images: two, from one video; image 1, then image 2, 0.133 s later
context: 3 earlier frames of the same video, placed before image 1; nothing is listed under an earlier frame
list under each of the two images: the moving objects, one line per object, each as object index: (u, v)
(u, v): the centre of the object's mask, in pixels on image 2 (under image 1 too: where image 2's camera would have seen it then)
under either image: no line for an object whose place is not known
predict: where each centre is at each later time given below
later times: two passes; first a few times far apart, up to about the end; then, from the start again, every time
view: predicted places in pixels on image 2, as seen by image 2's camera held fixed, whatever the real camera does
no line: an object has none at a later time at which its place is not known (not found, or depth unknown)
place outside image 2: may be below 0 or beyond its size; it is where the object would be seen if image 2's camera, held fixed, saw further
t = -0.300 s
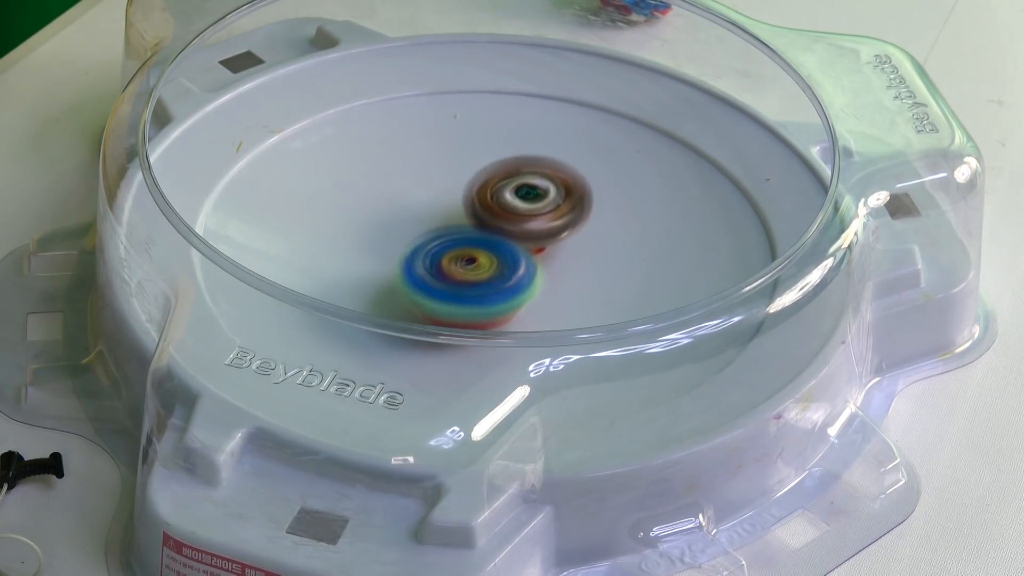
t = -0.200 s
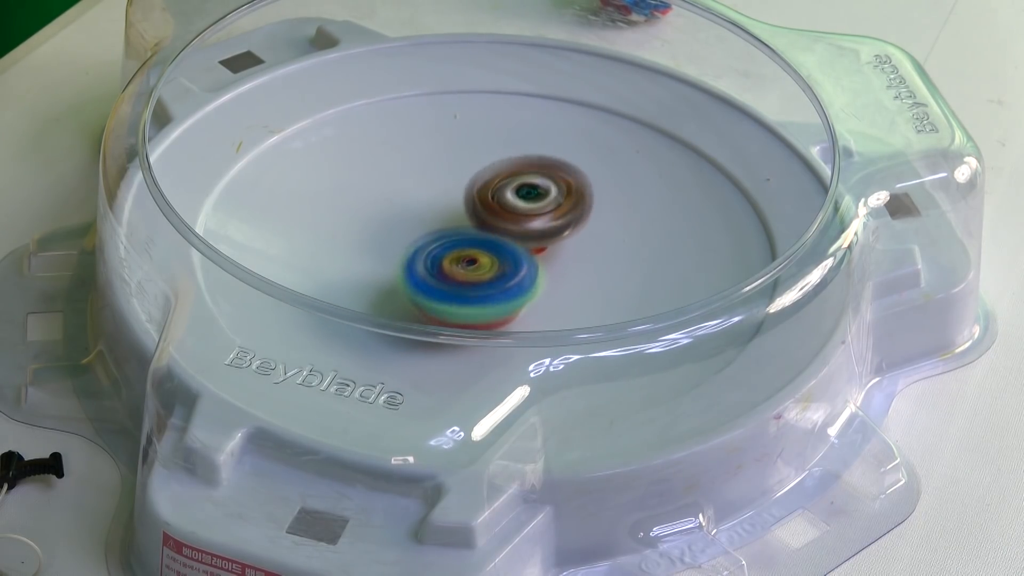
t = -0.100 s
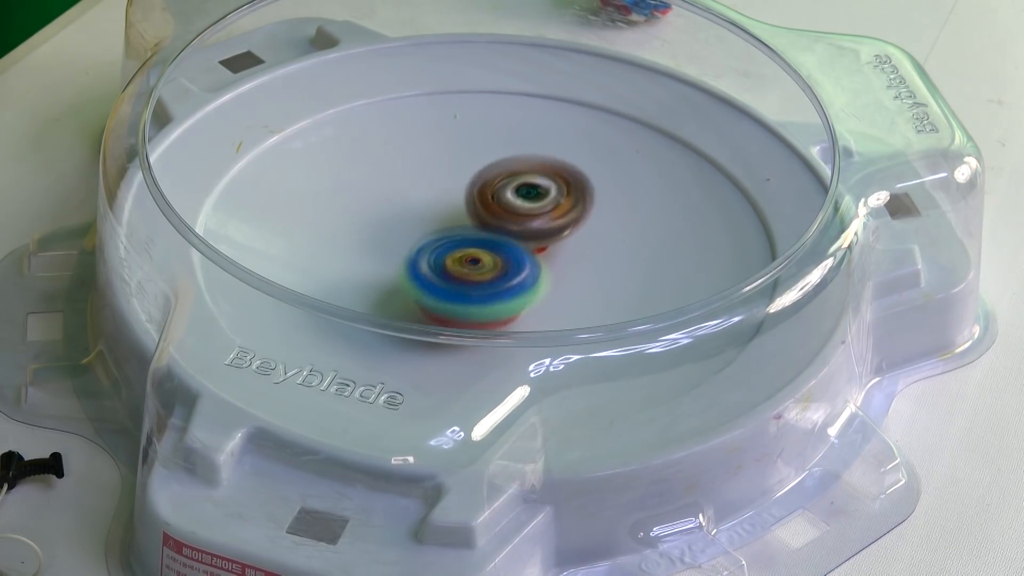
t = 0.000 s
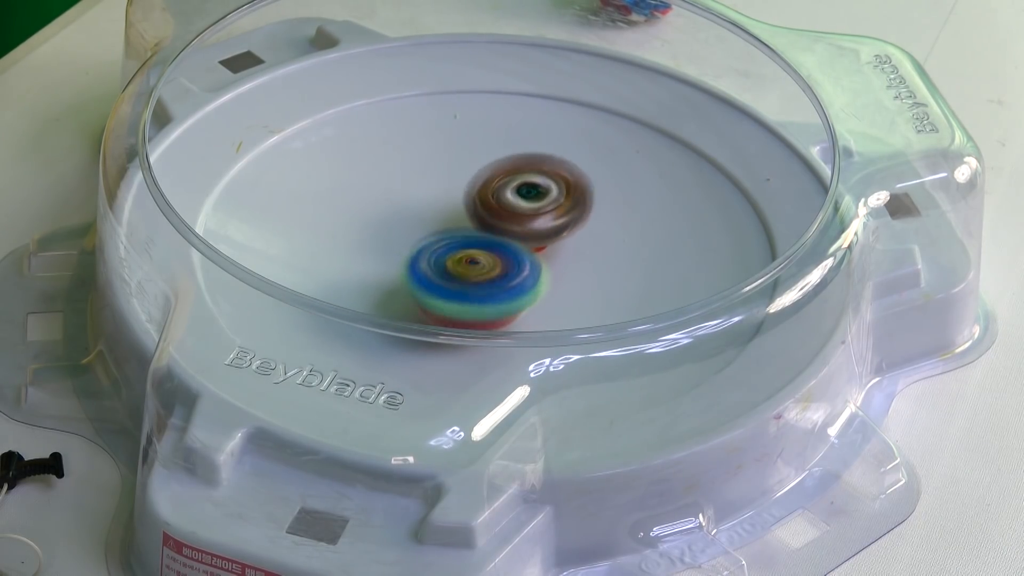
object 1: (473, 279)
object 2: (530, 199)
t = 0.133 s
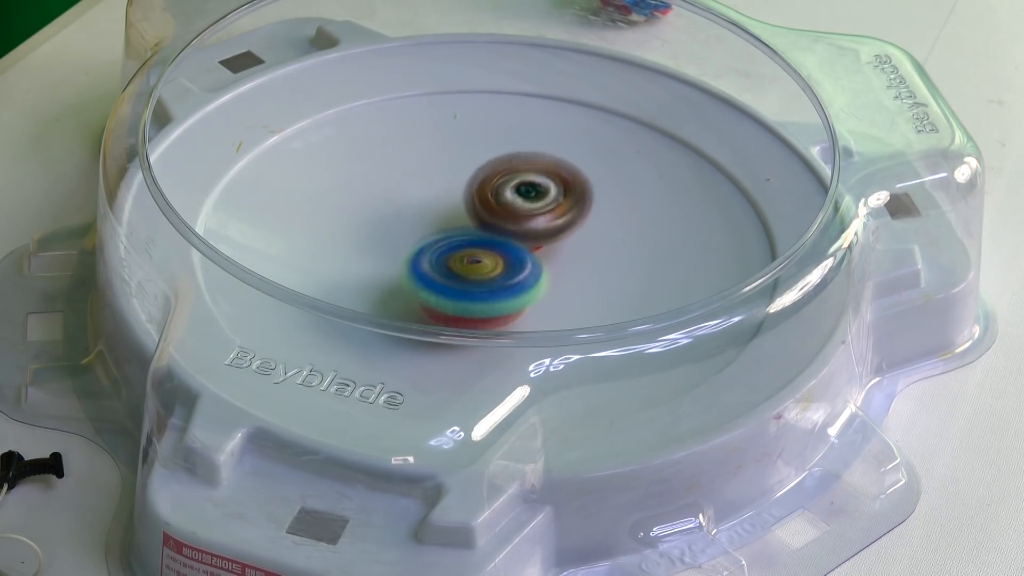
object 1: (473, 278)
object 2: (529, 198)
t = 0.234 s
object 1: (469, 279)
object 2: (528, 197)
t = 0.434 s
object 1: (464, 277)
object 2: (522, 196)
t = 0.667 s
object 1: (460, 277)
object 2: (518, 197)
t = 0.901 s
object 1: (456, 278)
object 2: (515, 199)
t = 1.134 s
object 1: (450, 276)
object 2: (520, 200)
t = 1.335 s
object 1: (452, 272)
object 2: (525, 200)
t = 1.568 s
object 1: (455, 272)
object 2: (531, 196)
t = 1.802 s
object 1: (460, 271)
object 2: (533, 194)
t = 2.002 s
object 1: (462, 272)
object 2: (533, 196)
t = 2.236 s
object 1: (462, 274)
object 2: (532, 197)
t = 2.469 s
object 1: (460, 281)
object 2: (540, 190)
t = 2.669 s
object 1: (464, 279)
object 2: (539, 194)
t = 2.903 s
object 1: (473, 274)
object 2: (540, 198)
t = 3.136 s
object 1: (467, 275)
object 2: (540, 199)
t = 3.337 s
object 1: (467, 274)
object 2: (539, 199)
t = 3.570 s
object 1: (467, 276)
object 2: (535, 201)
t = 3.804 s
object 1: (458, 276)
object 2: (532, 201)
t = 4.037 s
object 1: (454, 274)
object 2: (530, 203)
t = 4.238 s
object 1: (446, 274)
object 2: (528, 201)
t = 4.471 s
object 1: (448, 273)
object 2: (527, 200)
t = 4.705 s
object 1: (448, 272)
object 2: (525, 201)
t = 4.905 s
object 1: (449, 275)
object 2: (522, 201)
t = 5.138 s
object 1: (455, 276)
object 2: (524, 201)
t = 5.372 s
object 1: (458, 277)
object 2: (525, 202)
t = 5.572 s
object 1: (460, 278)
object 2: (521, 199)
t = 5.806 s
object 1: (454, 278)
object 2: (524, 197)
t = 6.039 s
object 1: (458, 277)
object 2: (519, 198)
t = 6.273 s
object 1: (468, 281)
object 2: (516, 197)
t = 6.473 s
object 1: (473, 280)
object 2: (516, 199)
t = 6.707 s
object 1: (469, 283)
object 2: (512, 199)
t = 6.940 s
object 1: (467, 279)
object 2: (515, 199)
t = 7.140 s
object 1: (463, 283)
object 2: (511, 198)
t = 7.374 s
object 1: (470, 278)
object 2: (518, 197)
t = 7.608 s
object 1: (464, 280)
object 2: (507, 195)
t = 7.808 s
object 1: (464, 281)
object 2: (502, 195)
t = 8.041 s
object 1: (468, 277)
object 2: (503, 193)
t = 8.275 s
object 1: (473, 284)
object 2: (512, 187)
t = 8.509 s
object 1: (482, 281)
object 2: (526, 199)
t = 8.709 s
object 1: (472, 286)
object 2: (531, 189)
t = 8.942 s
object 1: (475, 283)
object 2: (538, 177)
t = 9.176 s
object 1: (498, 281)
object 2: (508, 192)
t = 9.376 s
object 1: (512, 287)
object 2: (504, 199)
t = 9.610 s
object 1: (507, 294)
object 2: (482, 182)
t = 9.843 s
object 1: (500, 275)
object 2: (461, 187)
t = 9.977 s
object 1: (512, 274)
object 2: (456, 188)
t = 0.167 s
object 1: (473, 278)
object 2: (527, 197)
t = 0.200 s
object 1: (472, 278)
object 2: (526, 198)
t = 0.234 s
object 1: (469, 279)
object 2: (528, 197)
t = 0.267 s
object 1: (466, 279)
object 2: (527, 197)
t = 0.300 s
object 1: (465, 278)
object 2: (526, 198)
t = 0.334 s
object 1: (465, 278)
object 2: (525, 198)
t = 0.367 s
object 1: (464, 277)
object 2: (524, 198)
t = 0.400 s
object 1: (464, 277)
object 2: (524, 197)
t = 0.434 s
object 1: (464, 277)
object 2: (522, 196)
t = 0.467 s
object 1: (463, 278)
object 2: (522, 197)
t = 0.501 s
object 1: (463, 277)
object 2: (523, 197)
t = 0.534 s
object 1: (463, 277)
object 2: (522, 197)
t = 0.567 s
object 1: (462, 277)
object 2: (520, 197)
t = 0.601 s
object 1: (461, 277)
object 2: (520, 198)
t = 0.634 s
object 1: (461, 277)
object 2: (520, 197)
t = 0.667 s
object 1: (460, 277)
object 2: (518, 197)
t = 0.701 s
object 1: (460, 278)
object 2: (517, 198)
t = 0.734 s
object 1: (460, 278)
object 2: (519, 198)
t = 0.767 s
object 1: (459, 278)
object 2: (517, 198)
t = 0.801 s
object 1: (458, 277)
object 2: (517, 199)
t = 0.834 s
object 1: (456, 278)
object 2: (518, 199)
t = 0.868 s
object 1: (455, 278)
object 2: (516, 199)
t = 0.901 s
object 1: (456, 278)
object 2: (515, 199)
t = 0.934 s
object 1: (457, 278)
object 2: (516, 200)
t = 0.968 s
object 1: (458, 277)
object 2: (516, 199)
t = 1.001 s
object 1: (457, 277)
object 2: (516, 199)
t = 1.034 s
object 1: (453, 277)
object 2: (519, 199)
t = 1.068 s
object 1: (450, 277)
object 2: (519, 199)
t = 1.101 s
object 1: (449, 277)
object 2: (519, 200)
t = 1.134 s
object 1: (450, 276)
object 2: (520, 200)
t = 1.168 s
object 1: (452, 275)
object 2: (520, 200)
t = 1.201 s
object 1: (453, 274)
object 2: (521, 200)
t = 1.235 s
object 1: (451, 274)
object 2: (523, 199)
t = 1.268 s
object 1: (450, 274)
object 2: (523, 199)
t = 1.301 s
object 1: (451, 274)
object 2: (523, 199)
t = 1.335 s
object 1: (452, 272)
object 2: (525, 200)
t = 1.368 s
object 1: (453, 272)
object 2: (526, 199)
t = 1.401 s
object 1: (453, 272)
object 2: (526, 197)
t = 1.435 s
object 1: (452, 272)
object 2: (526, 197)
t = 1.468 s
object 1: (453, 272)
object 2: (527, 198)
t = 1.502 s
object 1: (454, 272)
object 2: (529, 198)
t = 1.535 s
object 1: (456, 272)
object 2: (529, 197)
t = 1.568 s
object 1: (455, 272)
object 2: (531, 196)
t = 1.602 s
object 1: (453, 273)
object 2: (531, 196)
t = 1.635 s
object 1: (454, 273)
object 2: (531, 196)
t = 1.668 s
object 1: (456, 272)
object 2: (533, 197)
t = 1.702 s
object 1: (458, 271)
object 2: (533, 197)
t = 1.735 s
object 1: (458, 270)
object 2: (533, 196)
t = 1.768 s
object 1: (459, 270)
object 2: (533, 195)
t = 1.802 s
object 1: (460, 271)
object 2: (533, 194)
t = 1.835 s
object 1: (461, 271)
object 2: (533, 195)
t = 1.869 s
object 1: (461, 271)
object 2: (534, 196)
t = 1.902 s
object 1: (461, 271)
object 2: (534, 196)
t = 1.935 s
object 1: (462, 271)
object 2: (531, 196)
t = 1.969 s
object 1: (463, 271)
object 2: (531, 196)
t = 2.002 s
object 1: (462, 272)
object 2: (533, 196)
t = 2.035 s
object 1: (460, 272)
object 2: (531, 197)
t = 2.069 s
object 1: (460, 272)
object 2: (531, 197)
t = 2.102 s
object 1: (460, 272)
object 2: (532, 197)
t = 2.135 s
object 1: (461, 273)
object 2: (532, 196)
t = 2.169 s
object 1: (460, 273)
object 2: (531, 197)
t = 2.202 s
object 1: (460, 274)
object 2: (531, 197)
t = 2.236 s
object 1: (462, 274)
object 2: (532, 197)
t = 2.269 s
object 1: (462, 274)
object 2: (532, 197)
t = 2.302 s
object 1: (463, 275)
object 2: (531, 198)
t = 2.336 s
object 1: (464, 275)
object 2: (532, 198)
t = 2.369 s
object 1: (466, 275)
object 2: (532, 198)
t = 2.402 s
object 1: (467, 275)
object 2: (531, 198)
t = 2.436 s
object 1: (463, 278)
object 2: (535, 195)
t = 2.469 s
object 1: (460, 281)
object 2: (540, 190)
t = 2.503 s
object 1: (458, 282)
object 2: (541, 189)
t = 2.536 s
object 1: (456, 282)
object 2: (541, 190)
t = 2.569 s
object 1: (457, 282)
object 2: (541, 191)
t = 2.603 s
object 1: (459, 281)
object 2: (540, 192)
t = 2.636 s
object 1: (462, 281)
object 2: (540, 193)
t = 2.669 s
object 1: (464, 279)
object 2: (539, 194)
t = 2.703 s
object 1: (467, 277)
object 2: (539, 195)
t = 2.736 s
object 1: (471, 276)
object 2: (538, 196)
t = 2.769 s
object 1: (473, 275)
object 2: (538, 197)
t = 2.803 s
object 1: (474, 274)
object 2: (538, 197)
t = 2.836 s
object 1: (475, 274)
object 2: (539, 197)
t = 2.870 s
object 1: (475, 274)
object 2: (539, 198)
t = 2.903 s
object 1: (473, 274)
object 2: (540, 198)
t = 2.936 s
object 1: (473, 274)
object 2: (539, 197)
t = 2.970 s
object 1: (471, 274)
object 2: (539, 198)
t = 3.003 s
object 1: (469, 275)
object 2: (539, 198)
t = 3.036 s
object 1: (468, 276)
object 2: (538, 198)
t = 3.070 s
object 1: (468, 276)
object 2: (538, 198)
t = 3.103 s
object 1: (467, 275)
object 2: (539, 200)
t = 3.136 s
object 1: (467, 275)
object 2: (540, 199)
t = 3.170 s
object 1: (466, 276)
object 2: (540, 198)
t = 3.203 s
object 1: (464, 276)
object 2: (539, 199)
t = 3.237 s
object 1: (465, 276)
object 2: (540, 200)
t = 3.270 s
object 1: (466, 275)
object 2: (540, 200)
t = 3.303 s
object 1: (466, 274)
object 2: (540, 200)
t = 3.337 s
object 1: (467, 274)
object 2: (539, 199)
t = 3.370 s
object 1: (468, 275)
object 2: (537, 198)
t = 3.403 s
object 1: (467, 276)
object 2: (536, 199)
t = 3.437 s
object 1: (466, 276)
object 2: (538, 199)
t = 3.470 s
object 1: (467, 277)
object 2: (538, 198)
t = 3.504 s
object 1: (466, 277)
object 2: (535, 199)
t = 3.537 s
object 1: (466, 277)
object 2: (534, 200)
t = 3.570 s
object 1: (467, 276)
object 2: (535, 201)
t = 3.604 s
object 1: (466, 276)
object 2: (535, 200)
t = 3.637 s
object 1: (465, 276)
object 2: (533, 200)
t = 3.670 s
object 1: (464, 276)
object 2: (532, 200)
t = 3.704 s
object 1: (461, 277)
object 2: (533, 199)
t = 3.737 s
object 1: (460, 277)
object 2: (530, 200)
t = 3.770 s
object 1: (460, 277)
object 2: (530, 201)
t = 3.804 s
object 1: (458, 276)
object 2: (532, 201)
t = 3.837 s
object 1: (459, 275)
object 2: (532, 201)
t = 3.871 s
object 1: (459, 276)
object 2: (529, 201)
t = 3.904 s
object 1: (456, 275)
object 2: (531, 201)
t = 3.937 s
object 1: (456, 275)
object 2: (530, 201)
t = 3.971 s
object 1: (455, 275)
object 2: (528, 201)
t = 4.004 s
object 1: (454, 274)
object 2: (529, 203)
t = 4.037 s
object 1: (454, 274)
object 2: (530, 203)
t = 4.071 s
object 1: (452, 273)
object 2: (530, 202)
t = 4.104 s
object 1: (452, 273)
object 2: (528, 202)
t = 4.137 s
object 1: (450, 273)
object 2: (529, 202)
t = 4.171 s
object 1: (447, 274)
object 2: (529, 201)
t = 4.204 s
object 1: (447, 274)
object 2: (528, 200)
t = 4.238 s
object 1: (446, 274)
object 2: (528, 201)
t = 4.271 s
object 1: (447, 274)
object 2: (529, 202)
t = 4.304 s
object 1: (449, 273)
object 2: (529, 202)
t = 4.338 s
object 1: (449, 272)
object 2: (529, 201)
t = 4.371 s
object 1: (451, 272)
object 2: (528, 200)
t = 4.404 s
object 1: (450, 272)
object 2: (526, 200)
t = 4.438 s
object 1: (447, 273)
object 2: (528, 200)
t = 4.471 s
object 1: (448, 273)
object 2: (527, 200)
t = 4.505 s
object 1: (446, 273)
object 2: (524, 200)
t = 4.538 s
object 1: (447, 273)
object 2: (525, 201)
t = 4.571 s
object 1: (447, 273)
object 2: (527, 201)
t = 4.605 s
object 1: (446, 272)
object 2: (526, 201)
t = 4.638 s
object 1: (448, 272)
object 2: (525, 201)
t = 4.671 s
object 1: (447, 272)
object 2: (523, 201)
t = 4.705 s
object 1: (448, 272)
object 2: (525, 201)
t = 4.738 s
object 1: (446, 273)
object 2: (525, 201)
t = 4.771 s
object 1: (447, 274)
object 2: (523, 201)
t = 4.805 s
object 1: (448, 274)
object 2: (523, 201)
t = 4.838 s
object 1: (447, 274)
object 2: (524, 202)
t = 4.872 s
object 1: (449, 274)
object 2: (525, 201)
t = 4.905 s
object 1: (449, 275)
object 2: (522, 201)
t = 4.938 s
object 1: (451, 275)
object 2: (522, 202)
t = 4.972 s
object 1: (453, 275)
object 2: (523, 202)
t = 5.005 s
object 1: (453, 276)
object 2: (525, 203)
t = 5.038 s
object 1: (455, 275)
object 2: (526, 202)
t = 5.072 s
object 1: (456, 275)
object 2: (524, 202)
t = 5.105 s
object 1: (457, 275)
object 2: (524, 201)
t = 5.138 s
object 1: (455, 276)
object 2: (524, 201)
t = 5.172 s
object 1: (456, 275)
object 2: (522, 201)
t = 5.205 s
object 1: (455, 276)
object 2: (523, 201)
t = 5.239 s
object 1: (456, 277)
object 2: (525, 200)
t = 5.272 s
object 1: (455, 278)
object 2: (524, 200)
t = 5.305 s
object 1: (454, 278)
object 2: (522, 200)
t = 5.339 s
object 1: (458, 278)
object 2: (523, 201)
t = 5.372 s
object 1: (458, 277)
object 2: (525, 202)
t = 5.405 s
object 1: (460, 277)
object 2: (526, 201)
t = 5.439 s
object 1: (460, 276)
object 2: (525, 201)
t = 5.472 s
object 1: (462, 276)
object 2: (524, 200)
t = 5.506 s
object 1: (460, 279)
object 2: (522, 198)
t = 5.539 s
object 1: (460, 277)
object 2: (521, 198)
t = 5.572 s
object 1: (460, 278)
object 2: (521, 199)
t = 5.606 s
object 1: (460, 278)
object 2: (523, 199)
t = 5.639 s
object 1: (458, 278)
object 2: (526, 199)
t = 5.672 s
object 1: (459, 277)
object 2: (523, 198)
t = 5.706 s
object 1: (459, 276)
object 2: (521, 199)
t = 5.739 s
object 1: (456, 278)
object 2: (525, 198)
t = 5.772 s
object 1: (454, 278)
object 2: (527, 198)
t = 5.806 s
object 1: (454, 278)
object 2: (524, 197)
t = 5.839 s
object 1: (453, 278)
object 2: (523, 198)
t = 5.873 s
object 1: (455, 278)
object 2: (522, 199)
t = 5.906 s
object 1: (456, 276)
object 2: (524, 200)
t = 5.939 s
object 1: (457, 276)
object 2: (526, 198)
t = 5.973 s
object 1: (457, 277)
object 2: (524, 197)
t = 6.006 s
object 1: (459, 278)
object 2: (520, 197)
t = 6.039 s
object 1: (458, 277)
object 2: (519, 198)
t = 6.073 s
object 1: (460, 278)
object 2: (520, 198)
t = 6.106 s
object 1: (460, 279)
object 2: (519, 197)
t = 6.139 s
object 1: (462, 280)
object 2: (516, 197)
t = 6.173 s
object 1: (462, 279)
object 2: (515, 197)
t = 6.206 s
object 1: (465, 279)
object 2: (517, 198)
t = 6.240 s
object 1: (464, 280)
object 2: (518, 197)
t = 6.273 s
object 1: (468, 281)
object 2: (516, 197)
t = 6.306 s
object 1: (468, 280)
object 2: (514, 197)
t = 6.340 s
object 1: (471, 280)
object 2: (517, 199)
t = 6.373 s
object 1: (468, 280)
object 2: (519, 200)
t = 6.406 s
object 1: (472, 280)
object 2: (521, 200)
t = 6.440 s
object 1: (471, 280)
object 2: (518, 198)
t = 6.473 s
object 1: (473, 280)
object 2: (516, 199)
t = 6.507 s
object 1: (471, 279)
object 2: (515, 197)
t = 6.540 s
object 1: (471, 280)
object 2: (512, 198)
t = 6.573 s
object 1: (471, 280)
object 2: (512, 197)
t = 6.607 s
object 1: (471, 283)
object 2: (513, 197)
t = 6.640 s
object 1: (470, 281)
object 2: (513, 197)
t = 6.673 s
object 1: (469, 283)
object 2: (512, 198)
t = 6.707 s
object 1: (469, 283)
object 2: (512, 199)
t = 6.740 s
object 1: (469, 283)
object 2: (514, 200)
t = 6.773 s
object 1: (470, 283)
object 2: (518, 201)
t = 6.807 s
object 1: (468, 282)
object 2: (518, 200)
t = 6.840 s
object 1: (469, 282)
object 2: (519, 201)
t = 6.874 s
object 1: (469, 281)
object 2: (518, 200)
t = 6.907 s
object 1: (469, 281)
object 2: (518, 200)
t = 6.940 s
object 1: (467, 279)
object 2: (515, 199)
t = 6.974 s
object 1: (467, 280)
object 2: (513, 199)
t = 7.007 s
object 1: (464, 281)
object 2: (514, 195)
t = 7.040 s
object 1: (463, 282)
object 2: (513, 195)
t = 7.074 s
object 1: (464, 283)
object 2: (512, 194)
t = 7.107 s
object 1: (461, 284)
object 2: (510, 196)
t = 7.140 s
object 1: (463, 283)
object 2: (511, 198)
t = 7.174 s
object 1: (464, 282)
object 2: (515, 199)
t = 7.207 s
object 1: (466, 283)
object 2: (517, 200)
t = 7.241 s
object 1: (467, 280)
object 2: (519, 199)
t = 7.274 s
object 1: (468, 280)
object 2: (520, 199)
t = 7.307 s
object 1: (470, 280)
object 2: (518, 199)
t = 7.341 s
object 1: (469, 278)
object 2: (518, 198)
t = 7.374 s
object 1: (470, 278)
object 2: (518, 197)
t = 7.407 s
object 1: (468, 279)
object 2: (515, 195)
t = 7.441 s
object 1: (470, 279)
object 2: (512, 196)
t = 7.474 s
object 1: (469, 278)
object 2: (511, 196)
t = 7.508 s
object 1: (469, 278)
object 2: (511, 195)
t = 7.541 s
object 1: (470, 279)
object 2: (510, 194)
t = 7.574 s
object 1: (465, 279)
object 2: (509, 194)
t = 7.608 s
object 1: (464, 280)
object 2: (507, 195)
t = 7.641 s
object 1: (463, 280)
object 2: (508, 192)
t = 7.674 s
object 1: (463, 282)
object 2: (506, 193)
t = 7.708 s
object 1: (464, 282)
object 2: (503, 192)
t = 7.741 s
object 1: (463, 281)
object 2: (503, 192)
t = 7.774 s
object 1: (463, 282)
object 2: (502, 194)
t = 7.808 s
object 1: (464, 281)
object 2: (502, 195)
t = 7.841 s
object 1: (463, 280)
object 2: (501, 196)
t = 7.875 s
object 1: (464, 281)
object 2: (502, 195)
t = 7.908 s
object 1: (463, 279)
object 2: (502, 194)
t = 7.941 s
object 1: (464, 278)
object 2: (501, 195)
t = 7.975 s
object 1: (465, 277)
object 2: (502, 196)
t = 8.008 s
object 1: (466, 277)
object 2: (502, 193)
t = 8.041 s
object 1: (468, 277)
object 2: (503, 193)
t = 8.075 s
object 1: (469, 276)
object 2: (502, 192)
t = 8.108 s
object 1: (471, 277)
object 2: (503, 192)
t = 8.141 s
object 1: (468, 282)
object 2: (505, 191)
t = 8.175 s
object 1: (466, 283)
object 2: (511, 188)
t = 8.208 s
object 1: (468, 282)
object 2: (513, 188)
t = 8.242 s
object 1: (471, 282)
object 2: (513, 187)
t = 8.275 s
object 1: (473, 284)
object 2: (512, 187)
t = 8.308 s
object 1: (476, 284)
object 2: (513, 189)
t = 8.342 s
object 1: (476, 283)
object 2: (517, 190)
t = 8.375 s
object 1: (476, 284)
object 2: (520, 192)
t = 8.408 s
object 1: (478, 282)
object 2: (525, 194)
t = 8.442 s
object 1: (478, 282)
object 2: (527, 194)
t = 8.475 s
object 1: (479, 281)
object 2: (526, 196)
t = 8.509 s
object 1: (482, 281)
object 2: (526, 199)
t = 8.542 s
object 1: (482, 280)
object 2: (526, 200)
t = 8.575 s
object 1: (480, 280)
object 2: (527, 200)
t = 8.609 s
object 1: (478, 280)
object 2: (525, 201)
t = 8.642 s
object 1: (479, 280)
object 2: (523, 201)
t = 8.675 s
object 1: (478, 281)
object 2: (527, 198)
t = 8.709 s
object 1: (472, 286)
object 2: (531, 189)
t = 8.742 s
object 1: (470, 287)
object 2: (538, 183)
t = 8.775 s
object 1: (469, 289)
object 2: (539, 177)
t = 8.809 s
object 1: (471, 288)
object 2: (541, 173)
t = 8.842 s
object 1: (472, 288)
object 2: (540, 172)
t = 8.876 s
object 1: (474, 288)
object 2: (539, 173)
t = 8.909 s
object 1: (476, 284)
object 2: (538, 174)
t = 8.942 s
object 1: (475, 283)
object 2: (538, 177)
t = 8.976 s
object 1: (478, 283)
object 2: (536, 179)
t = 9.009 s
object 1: (483, 281)
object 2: (532, 183)
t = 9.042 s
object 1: (484, 279)
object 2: (526, 187)
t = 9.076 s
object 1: (488, 278)
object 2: (522, 190)
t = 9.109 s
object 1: (492, 278)
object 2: (516, 193)
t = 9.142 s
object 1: (494, 280)
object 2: (511, 193)
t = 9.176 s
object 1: (498, 281)
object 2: (508, 192)
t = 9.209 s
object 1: (501, 284)
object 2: (506, 194)
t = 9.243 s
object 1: (503, 285)
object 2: (506, 196)
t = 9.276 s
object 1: (507, 287)
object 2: (510, 199)
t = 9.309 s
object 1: (512, 285)
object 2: (510, 198)
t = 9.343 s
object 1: (511, 287)
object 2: (508, 198)
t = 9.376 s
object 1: (512, 287)
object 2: (504, 199)
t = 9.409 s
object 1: (512, 288)
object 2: (503, 201)
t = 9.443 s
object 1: (513, 291)
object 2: (501, 197)
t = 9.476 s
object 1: (510, 295)
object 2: (498, 191)
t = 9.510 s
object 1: (509, 297)
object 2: (494, 186)
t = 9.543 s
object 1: (509, 297)
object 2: (490, 182)
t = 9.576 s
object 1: (508, 294)
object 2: (486, 179)
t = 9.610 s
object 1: (507, 294)
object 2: (482, 182)
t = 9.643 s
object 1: (506, 290)
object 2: (479, 184)
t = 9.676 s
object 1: (501, 284)
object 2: (473, 185)
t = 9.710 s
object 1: (501, 281)
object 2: (466, 187)
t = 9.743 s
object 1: (503, 279)
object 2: (464, 187)
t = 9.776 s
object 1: (506, 279)
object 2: (461, 187)
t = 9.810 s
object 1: (503, 277)
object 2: (461, 187)
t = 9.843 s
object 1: (500, 275)
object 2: (461, 187)
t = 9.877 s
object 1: (501, 272)
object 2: (464, 190)
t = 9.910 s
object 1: (503, 272)
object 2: (467, 191)
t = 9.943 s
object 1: (511, 272)
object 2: (461, 191)
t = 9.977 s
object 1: (512, 274)
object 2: (456, 188)
